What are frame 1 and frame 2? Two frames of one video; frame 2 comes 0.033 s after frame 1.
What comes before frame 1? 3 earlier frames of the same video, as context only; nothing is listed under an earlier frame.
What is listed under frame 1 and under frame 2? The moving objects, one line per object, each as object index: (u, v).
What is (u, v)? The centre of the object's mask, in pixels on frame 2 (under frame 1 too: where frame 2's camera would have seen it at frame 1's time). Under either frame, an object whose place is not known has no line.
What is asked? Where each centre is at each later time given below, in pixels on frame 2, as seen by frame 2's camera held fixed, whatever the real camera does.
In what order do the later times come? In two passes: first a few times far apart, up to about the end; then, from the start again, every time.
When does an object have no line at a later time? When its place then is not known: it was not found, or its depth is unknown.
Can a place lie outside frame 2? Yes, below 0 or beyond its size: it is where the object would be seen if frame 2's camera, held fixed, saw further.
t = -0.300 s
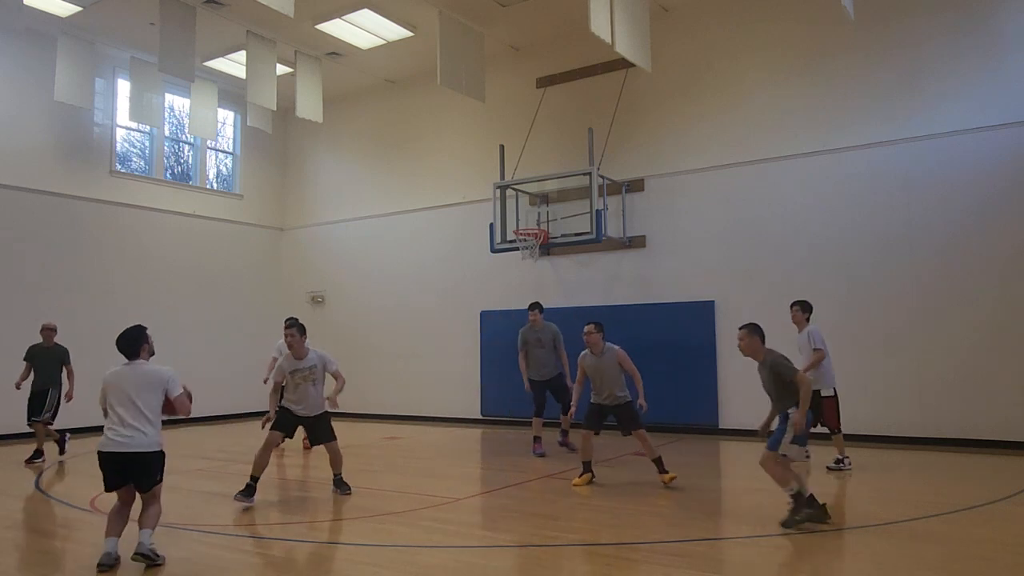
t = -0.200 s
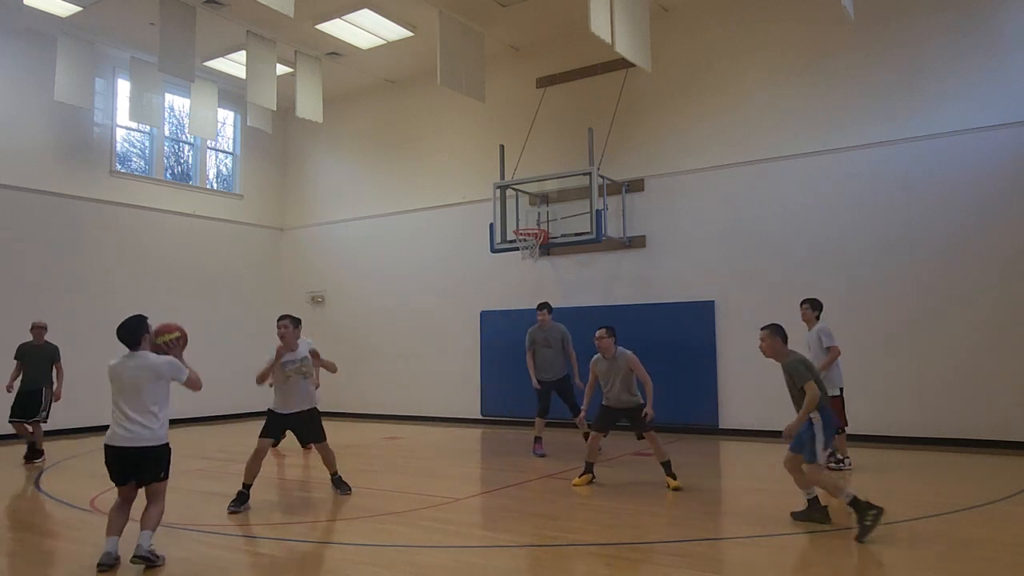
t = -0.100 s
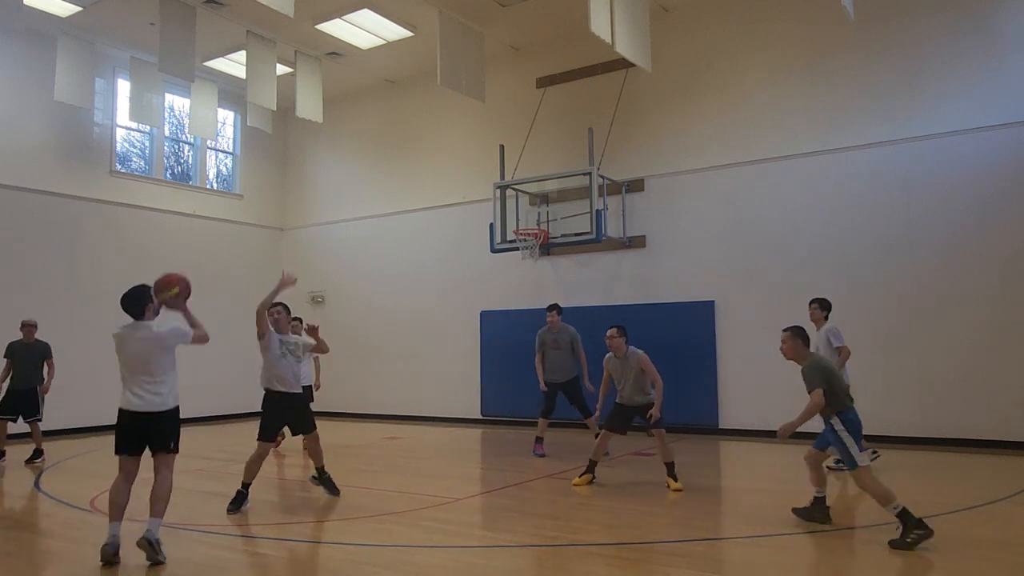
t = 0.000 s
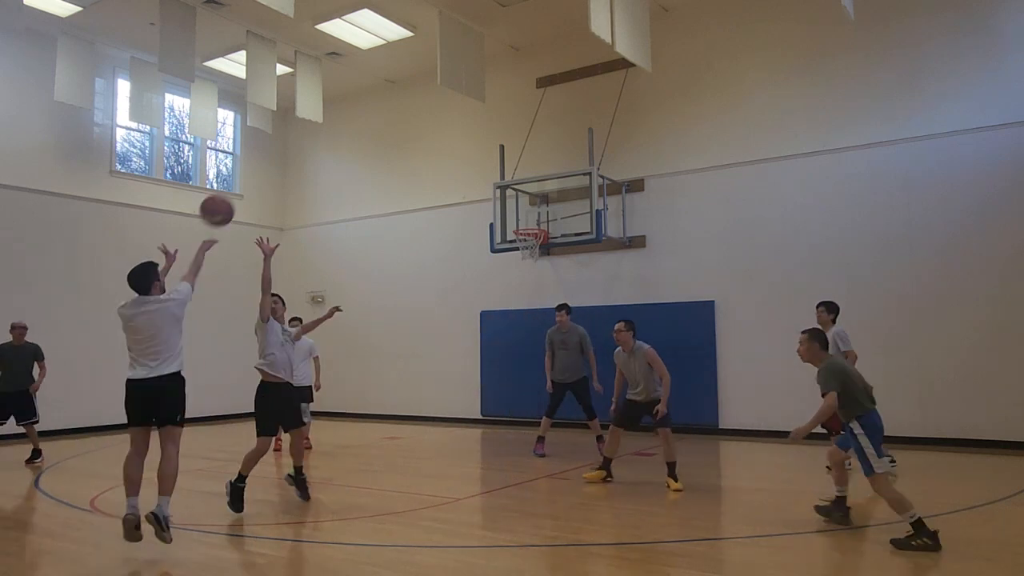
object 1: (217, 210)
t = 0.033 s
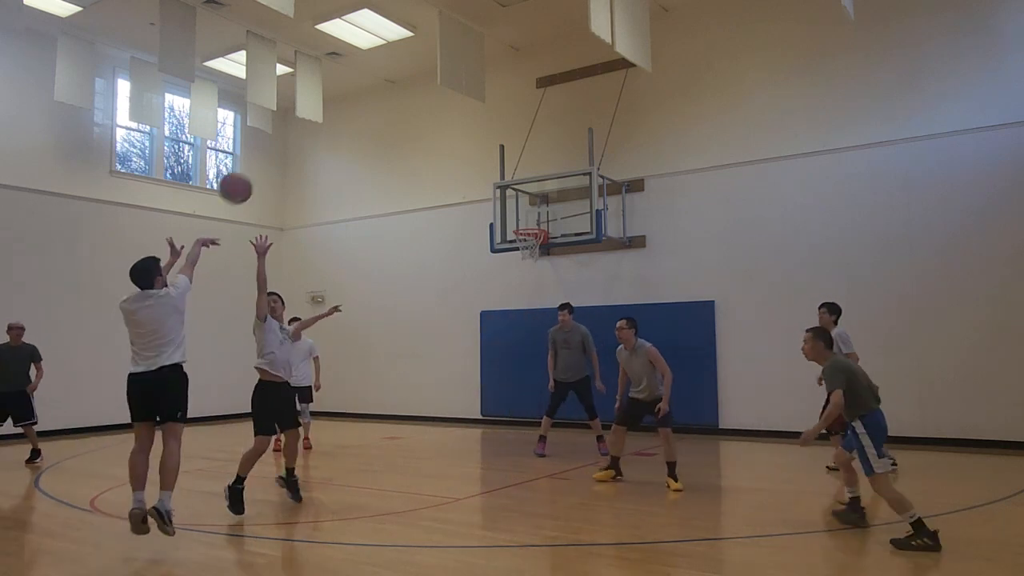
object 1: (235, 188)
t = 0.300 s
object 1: (351, 92)
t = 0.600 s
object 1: (434, 91)
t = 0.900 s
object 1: (490, 153)
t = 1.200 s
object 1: (530, 222)
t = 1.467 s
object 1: (524, 202)
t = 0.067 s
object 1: (253, 169)
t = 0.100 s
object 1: (269, 153)
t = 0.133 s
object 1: (285, 137)
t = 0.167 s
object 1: (300, 124)
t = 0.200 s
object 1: (314, 114)
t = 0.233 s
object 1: (326, 105)
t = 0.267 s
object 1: (339, 98)
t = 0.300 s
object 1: (351, 92)
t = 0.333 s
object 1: (362, 88)
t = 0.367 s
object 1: (372, 85)
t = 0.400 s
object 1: (383, 83)
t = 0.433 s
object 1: (392, 81)
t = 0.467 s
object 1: (402, 82)
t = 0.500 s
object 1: (410, 83)
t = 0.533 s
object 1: (418, 85)
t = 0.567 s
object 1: (426, 87)
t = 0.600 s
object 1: (434, 91)
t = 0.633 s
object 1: (441, 95)
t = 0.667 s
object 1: (448, 101)
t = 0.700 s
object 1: (455, 106)
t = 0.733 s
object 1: (461, 113)
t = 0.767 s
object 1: (468, 120)
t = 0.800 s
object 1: (474, 127)
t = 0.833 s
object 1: (480, 135)
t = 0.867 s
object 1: (485, 144)
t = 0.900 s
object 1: (490, 153)
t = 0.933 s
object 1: (494, 163)
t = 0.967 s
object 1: (501, 173)
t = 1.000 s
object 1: (506, 184)
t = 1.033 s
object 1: (511, 196)
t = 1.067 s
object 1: (516, 206)
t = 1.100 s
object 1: (521, 219)
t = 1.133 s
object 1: (524, 222)
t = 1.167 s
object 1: (527, 222)
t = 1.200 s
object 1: (530, 222)
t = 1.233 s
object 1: (533, 224)
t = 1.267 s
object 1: (536, 222)
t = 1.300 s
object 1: (536, 219)
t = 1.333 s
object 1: (533, 214)
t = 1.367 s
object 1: (531, 210)
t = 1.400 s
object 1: (529, 205)
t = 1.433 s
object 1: (527, 203)
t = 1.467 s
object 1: (524, 202)
